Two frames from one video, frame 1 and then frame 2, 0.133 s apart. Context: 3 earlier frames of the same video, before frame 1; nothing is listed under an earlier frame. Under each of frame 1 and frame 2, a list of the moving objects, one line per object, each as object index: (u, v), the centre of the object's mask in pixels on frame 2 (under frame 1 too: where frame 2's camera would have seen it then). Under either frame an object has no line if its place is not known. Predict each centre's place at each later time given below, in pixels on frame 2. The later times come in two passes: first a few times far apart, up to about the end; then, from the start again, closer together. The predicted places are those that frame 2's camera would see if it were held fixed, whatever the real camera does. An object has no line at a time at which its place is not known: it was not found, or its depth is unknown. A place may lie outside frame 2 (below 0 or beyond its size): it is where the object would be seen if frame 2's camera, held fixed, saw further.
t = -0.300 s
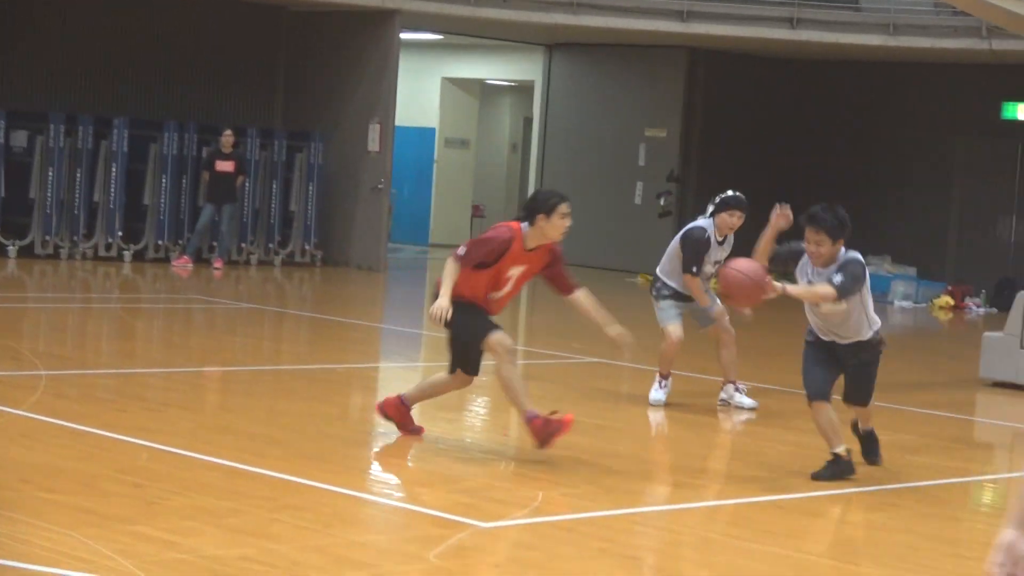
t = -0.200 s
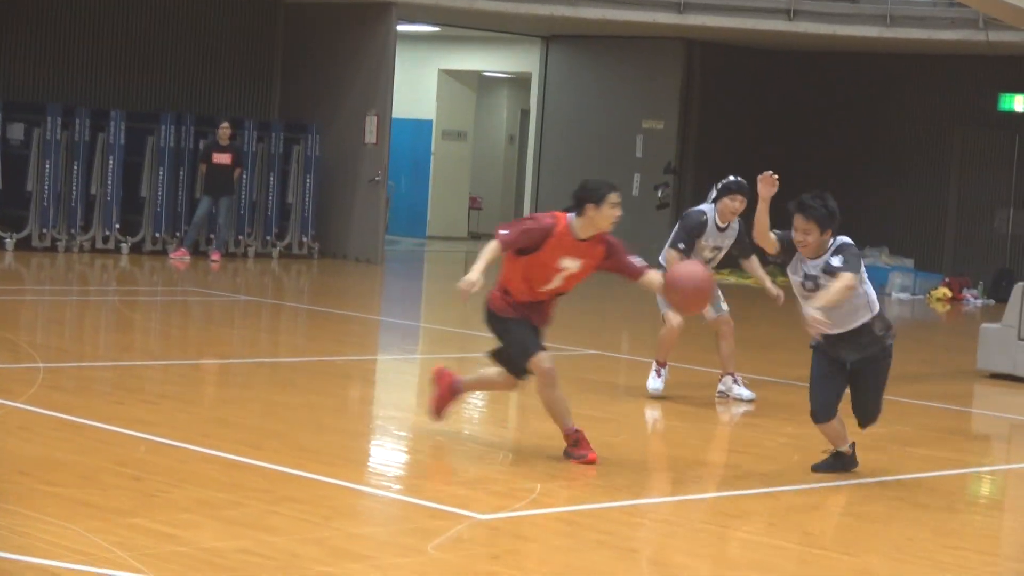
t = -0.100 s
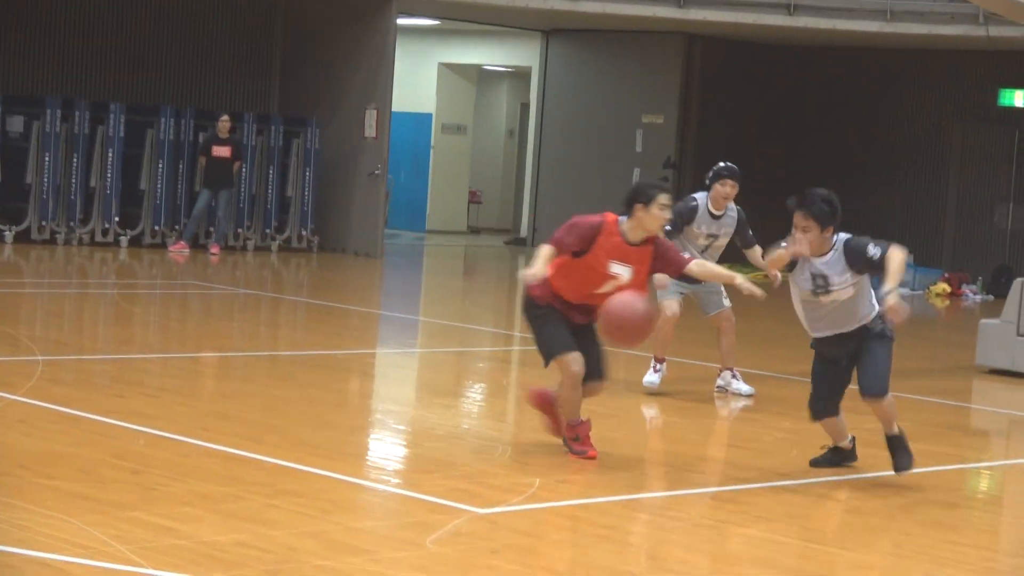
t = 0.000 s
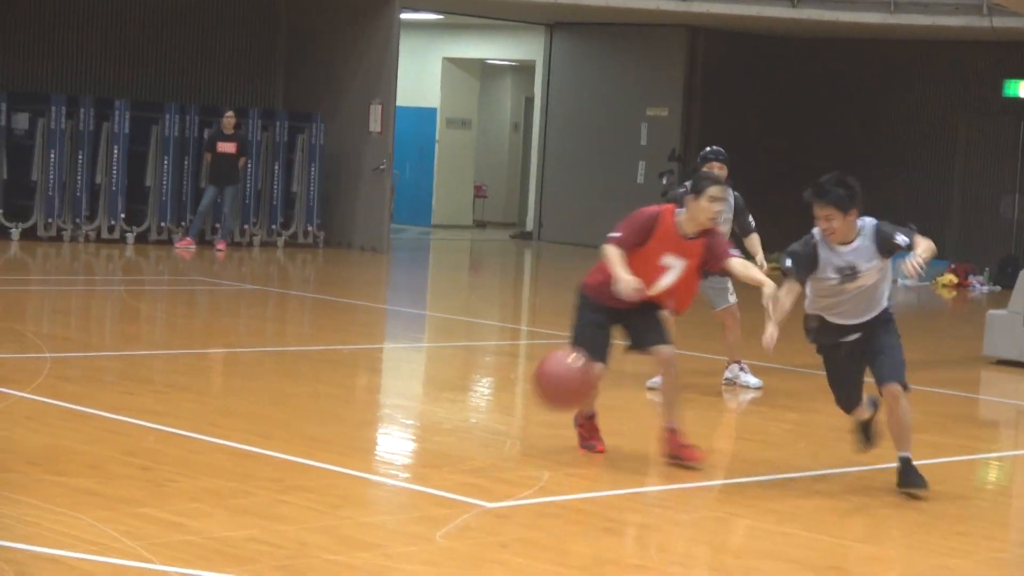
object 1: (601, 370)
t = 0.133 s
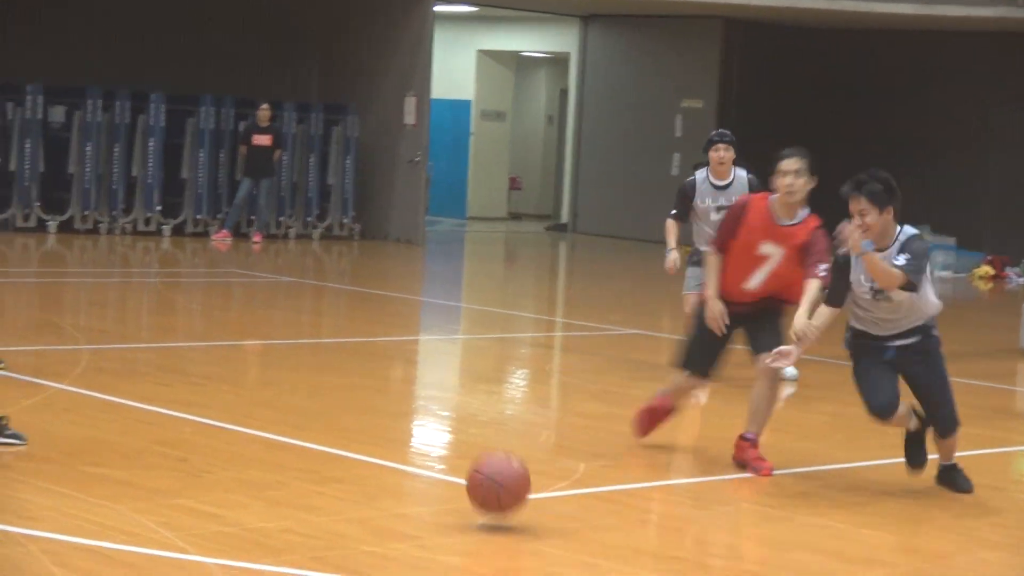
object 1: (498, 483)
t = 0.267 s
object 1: (444, 385)
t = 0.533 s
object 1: (311, 320)
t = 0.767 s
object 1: (163, 443)
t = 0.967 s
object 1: (19, 506)
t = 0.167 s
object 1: (485, 454)
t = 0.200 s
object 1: (472, 430)
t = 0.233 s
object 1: (458, 407)
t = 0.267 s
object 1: (444, 385)
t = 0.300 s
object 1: (429, 367)
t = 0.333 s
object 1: (413, 351)
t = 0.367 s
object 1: (397, 339)
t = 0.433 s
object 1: (365, 323)
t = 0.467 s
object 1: (347, 318)
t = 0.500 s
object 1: (330, 317)
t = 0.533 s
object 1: (311, 320)
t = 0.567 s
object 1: (292, 326)
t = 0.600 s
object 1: (272, 336)
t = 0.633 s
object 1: (252, 349)
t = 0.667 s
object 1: (231, 366)
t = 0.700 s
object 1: (209, 387)
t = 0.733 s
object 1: (187, 413)
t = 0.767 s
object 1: (163, 443)
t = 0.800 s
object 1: (139, 477)
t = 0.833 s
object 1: (115, 516)
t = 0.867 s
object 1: (90, 560)
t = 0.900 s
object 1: (65, 560)
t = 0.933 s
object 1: (41, 531)
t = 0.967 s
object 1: (19, 506)
